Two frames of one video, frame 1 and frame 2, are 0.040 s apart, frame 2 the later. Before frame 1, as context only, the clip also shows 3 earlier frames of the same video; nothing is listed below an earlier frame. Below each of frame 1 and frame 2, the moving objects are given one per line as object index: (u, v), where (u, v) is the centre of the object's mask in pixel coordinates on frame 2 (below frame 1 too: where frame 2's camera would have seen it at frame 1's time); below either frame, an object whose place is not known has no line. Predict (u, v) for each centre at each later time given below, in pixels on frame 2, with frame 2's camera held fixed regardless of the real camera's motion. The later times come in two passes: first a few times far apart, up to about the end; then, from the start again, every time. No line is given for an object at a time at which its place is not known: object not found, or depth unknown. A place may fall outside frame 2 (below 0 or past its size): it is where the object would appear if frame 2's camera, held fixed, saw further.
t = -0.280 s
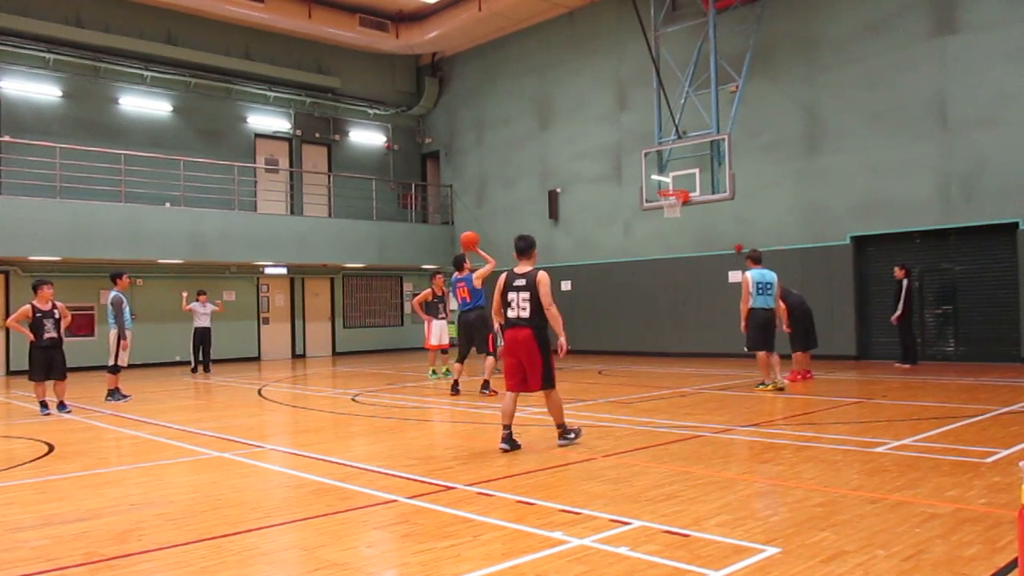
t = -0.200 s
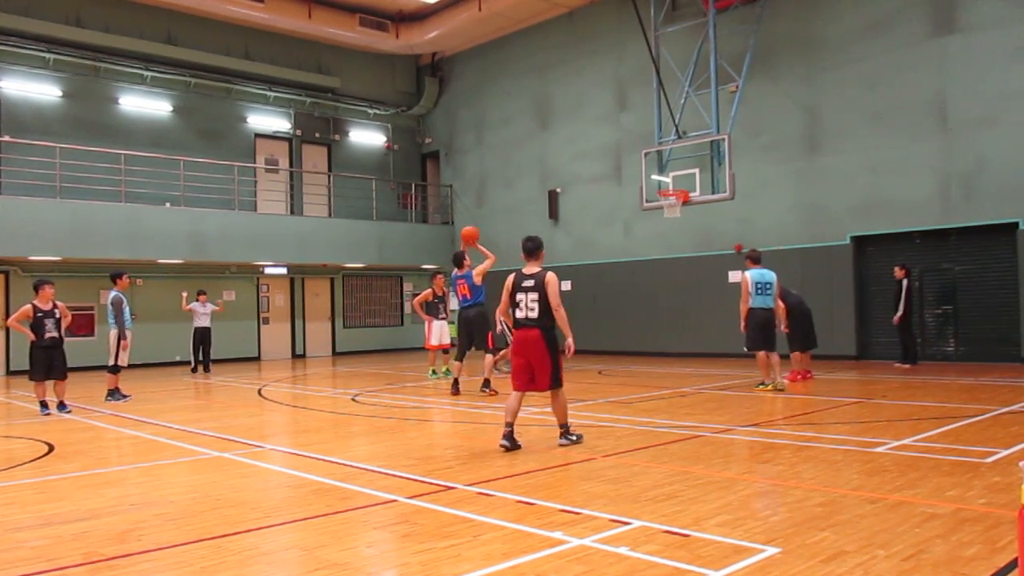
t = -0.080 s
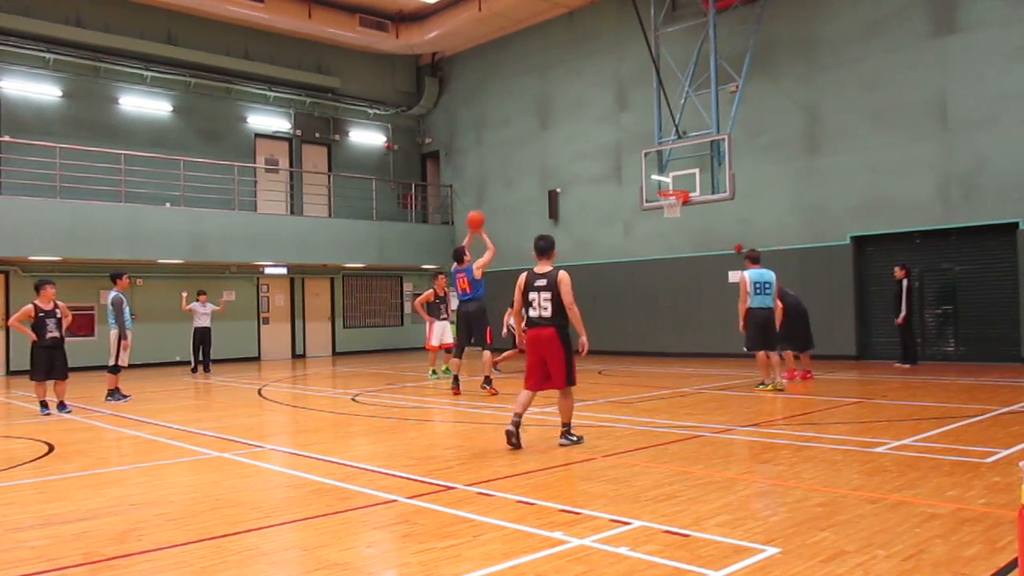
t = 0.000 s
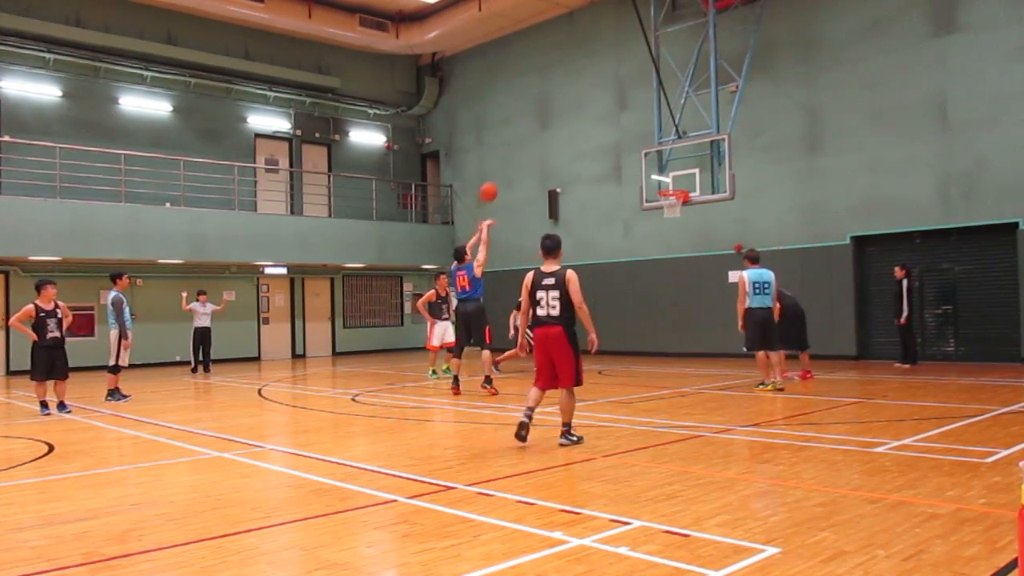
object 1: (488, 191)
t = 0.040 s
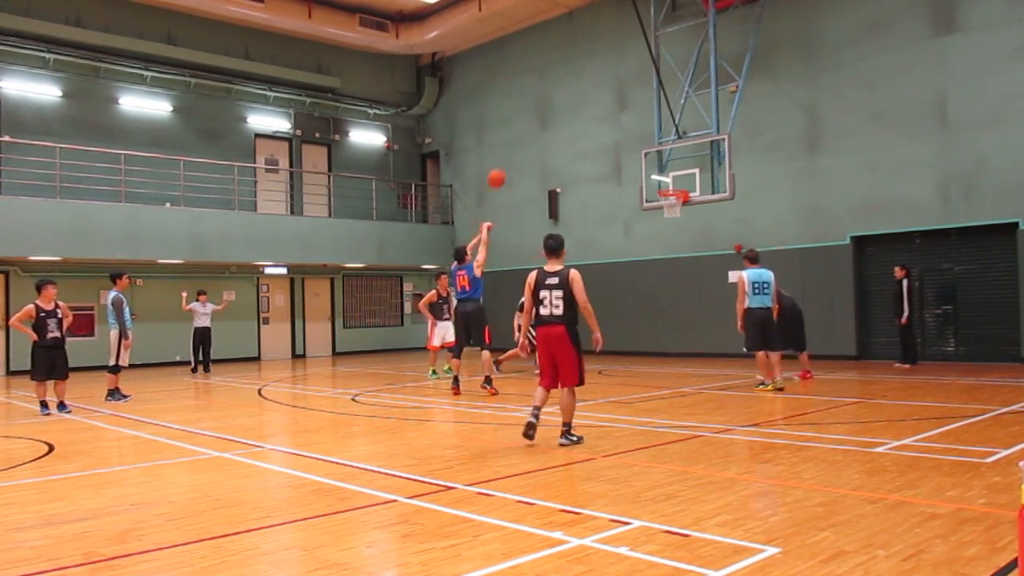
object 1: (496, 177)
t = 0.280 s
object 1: (541, 125)
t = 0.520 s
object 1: (581, 114)
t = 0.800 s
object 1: (623, 144)
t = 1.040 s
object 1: (650, 200)
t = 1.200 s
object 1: (640, 247)
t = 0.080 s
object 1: (504, 166)
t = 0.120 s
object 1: (512, 155)
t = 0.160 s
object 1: (519, 146)
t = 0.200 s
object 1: (527, 138)
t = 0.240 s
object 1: (537, 130)
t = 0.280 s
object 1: (541, 125)
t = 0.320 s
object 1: (548, 121)
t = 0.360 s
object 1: (555, 117)
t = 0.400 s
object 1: (561, 115)
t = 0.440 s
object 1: (568, 114)
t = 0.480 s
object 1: (574, 113)
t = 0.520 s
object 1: (581, 114)
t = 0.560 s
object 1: (587, 116)
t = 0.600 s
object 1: (593, 118)
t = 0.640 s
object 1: (599, 122)
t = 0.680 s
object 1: (605, 126)
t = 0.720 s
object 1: (611, 131)
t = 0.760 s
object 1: (617, 137)
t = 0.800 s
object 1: (623, 144)
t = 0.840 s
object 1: (628, 152)
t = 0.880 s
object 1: (634, 160)
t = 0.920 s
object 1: (639, 170)
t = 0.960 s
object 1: (645, 180)
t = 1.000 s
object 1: (651, 190)
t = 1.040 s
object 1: (650, 200)
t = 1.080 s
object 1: (647, 211)
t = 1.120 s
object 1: (645, 222)
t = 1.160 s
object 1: (642, 234)
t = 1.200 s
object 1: (640, 247)
